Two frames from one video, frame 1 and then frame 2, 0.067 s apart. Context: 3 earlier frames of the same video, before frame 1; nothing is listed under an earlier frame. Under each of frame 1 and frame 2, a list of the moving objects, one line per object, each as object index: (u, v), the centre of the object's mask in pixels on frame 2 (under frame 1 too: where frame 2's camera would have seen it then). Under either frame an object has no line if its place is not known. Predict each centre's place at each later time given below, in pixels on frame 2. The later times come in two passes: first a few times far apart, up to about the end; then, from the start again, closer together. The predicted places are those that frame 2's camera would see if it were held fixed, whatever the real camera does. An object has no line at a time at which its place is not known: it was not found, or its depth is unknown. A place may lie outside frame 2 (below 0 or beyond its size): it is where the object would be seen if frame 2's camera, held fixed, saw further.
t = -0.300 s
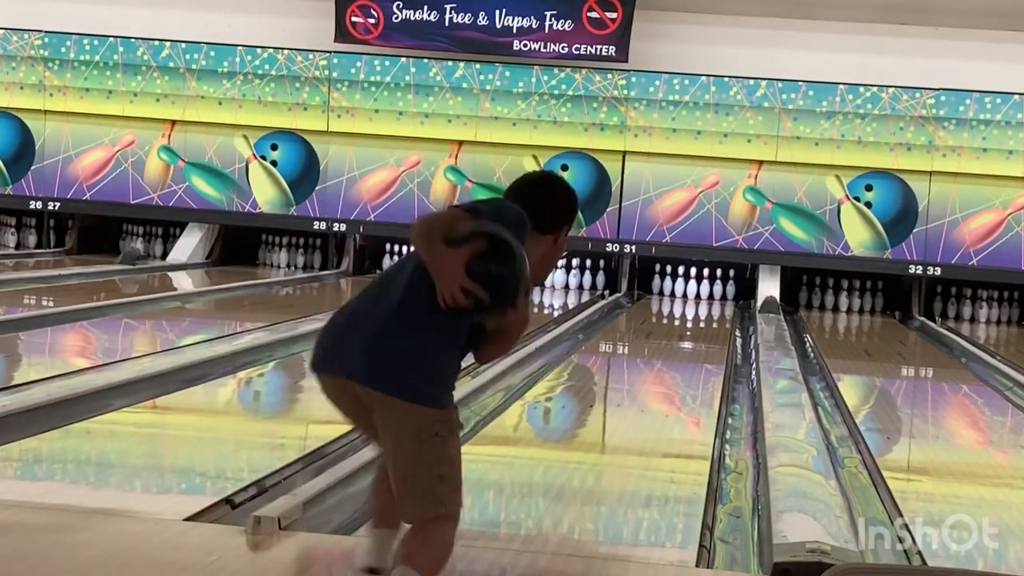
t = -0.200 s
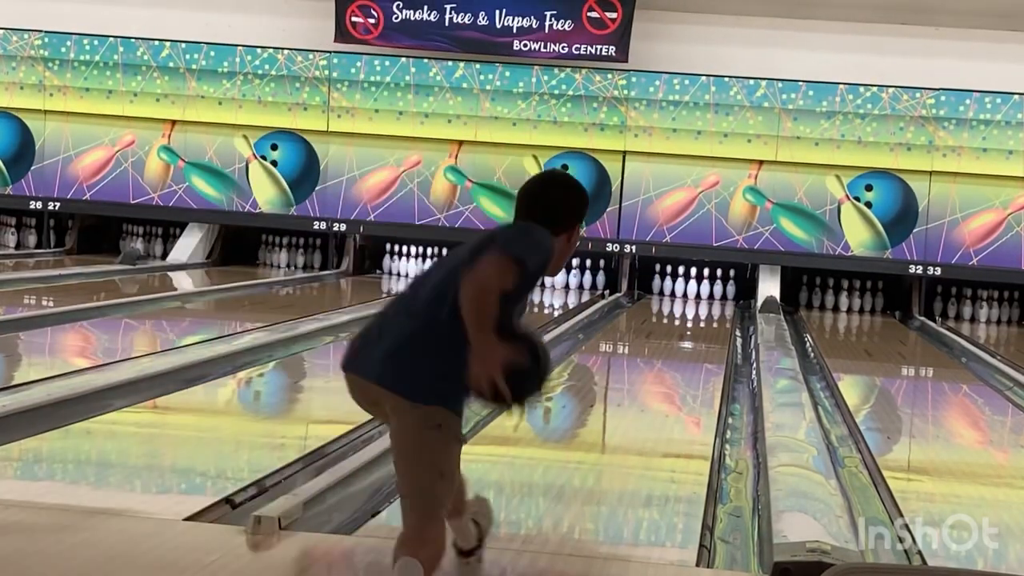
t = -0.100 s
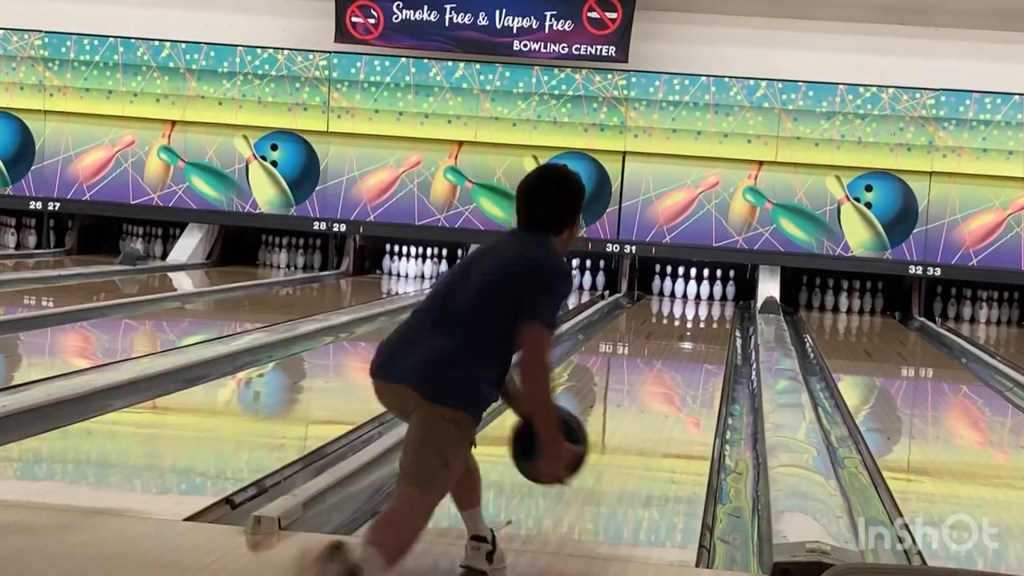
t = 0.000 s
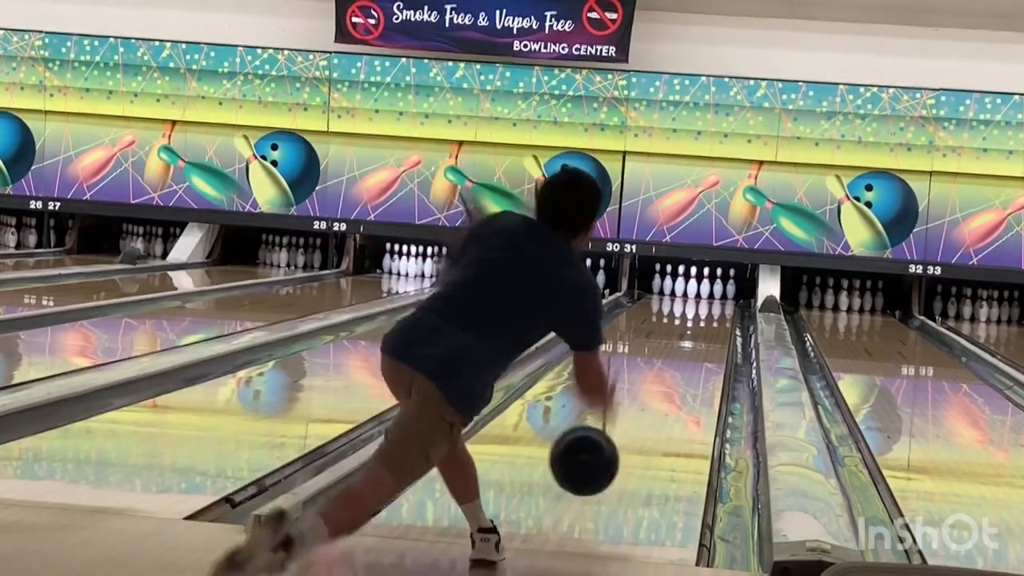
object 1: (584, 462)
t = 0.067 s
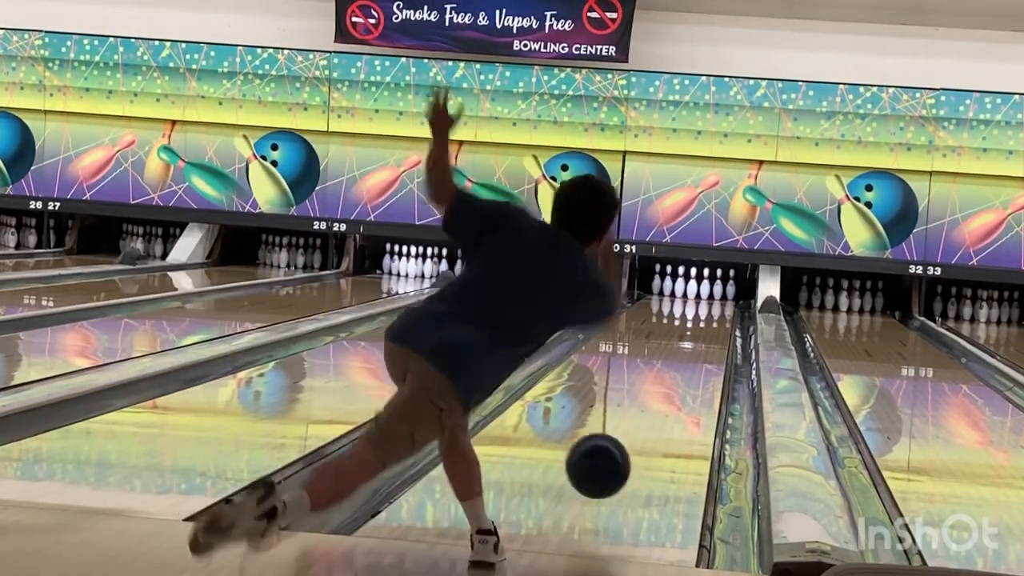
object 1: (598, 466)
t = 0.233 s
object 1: (626, 450)
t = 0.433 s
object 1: (651, 417)
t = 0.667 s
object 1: (671, 385)
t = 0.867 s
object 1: (683, 365)
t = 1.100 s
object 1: (692, 347)
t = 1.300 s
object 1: (698, 335)
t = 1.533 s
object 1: (703, 323)
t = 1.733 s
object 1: (706, 314)
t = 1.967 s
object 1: (706, 306)
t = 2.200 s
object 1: (704, 300)
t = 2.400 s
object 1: (701, 294)
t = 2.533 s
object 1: (698, 291)
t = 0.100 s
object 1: (603, 473)
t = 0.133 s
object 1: (609, 477)
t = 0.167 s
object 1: (616, 465)
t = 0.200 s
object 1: (622, 456)
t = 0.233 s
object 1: (626, 450)
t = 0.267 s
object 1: (631, 446)
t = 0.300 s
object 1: (636, 438)
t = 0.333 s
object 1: (640, 433)
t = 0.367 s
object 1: (644, 428)
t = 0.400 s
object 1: (648, 422)
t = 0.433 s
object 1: (651, 417)
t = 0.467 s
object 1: (655, 412)
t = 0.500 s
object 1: (658, 407)
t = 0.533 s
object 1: (661, 402)
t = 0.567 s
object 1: (664, 397)
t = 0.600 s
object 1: (666, 393)
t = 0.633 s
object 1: (669, 389)
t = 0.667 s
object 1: (671, 385)
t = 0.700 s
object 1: (673, 382)
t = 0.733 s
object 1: (675, 378)
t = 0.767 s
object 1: (678, 375)
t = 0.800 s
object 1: (679, 371)
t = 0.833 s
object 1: (681, 368)
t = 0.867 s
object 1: (683, 365)
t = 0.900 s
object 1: (685, 362)
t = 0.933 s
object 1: (686, 359)
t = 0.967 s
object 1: (687, 356)
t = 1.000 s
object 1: (689, 354)
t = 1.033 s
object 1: (690, 351)
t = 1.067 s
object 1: (691, 349)
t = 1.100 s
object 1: (692, 347)
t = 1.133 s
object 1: (694, 345)
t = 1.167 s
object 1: (695, 343)
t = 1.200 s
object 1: (696, 341)
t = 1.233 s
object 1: (697, 339)
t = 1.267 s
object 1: (698, 337)
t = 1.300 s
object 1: (698, 335)
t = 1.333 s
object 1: (700, 333)
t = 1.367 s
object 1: (700, 331)
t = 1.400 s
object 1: (700, 330)
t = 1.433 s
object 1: (701, 328)
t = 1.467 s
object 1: (702, 326)
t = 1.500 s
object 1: (703, 324)
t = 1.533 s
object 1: (703, 323)
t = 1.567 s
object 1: (703, 322)
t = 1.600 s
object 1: (704, 320)
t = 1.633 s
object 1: (705, 319)
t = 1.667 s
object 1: (705, 317)
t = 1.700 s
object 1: (705, 316)
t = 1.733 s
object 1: (706, 314)
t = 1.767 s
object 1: (706, 313)
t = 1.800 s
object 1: (706, 312)
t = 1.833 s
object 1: (706, 311)
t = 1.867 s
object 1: (706, 310)
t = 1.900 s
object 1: (706, 309)
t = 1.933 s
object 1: (706, 307)
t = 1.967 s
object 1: (706, 306)
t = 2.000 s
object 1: (706, 305)
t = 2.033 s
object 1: (705, 304)
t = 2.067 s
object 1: (705, 303)
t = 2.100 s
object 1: (705, 302)
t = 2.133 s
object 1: (705, 301)
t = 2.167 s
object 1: (705, 300)
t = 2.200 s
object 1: (704, 300)
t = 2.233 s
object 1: (704, 299)
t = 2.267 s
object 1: (703, 298)
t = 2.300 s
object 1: (703, 297)
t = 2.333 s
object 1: (702, 296)
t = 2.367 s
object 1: (702, 295)
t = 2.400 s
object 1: (701, 294)
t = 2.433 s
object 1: (700, 294)
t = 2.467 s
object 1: (699, 293)
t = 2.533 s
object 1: (698, 291)
